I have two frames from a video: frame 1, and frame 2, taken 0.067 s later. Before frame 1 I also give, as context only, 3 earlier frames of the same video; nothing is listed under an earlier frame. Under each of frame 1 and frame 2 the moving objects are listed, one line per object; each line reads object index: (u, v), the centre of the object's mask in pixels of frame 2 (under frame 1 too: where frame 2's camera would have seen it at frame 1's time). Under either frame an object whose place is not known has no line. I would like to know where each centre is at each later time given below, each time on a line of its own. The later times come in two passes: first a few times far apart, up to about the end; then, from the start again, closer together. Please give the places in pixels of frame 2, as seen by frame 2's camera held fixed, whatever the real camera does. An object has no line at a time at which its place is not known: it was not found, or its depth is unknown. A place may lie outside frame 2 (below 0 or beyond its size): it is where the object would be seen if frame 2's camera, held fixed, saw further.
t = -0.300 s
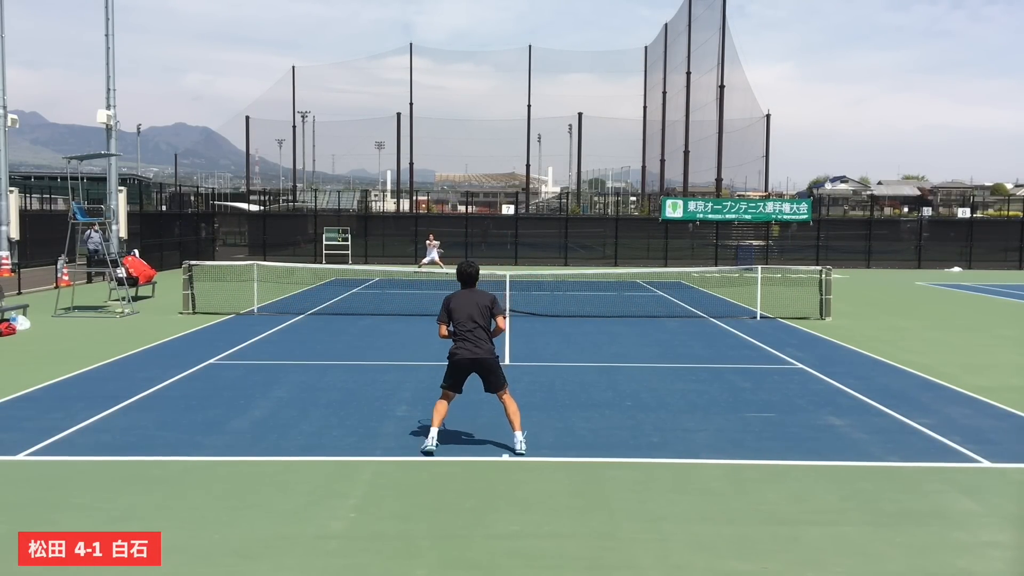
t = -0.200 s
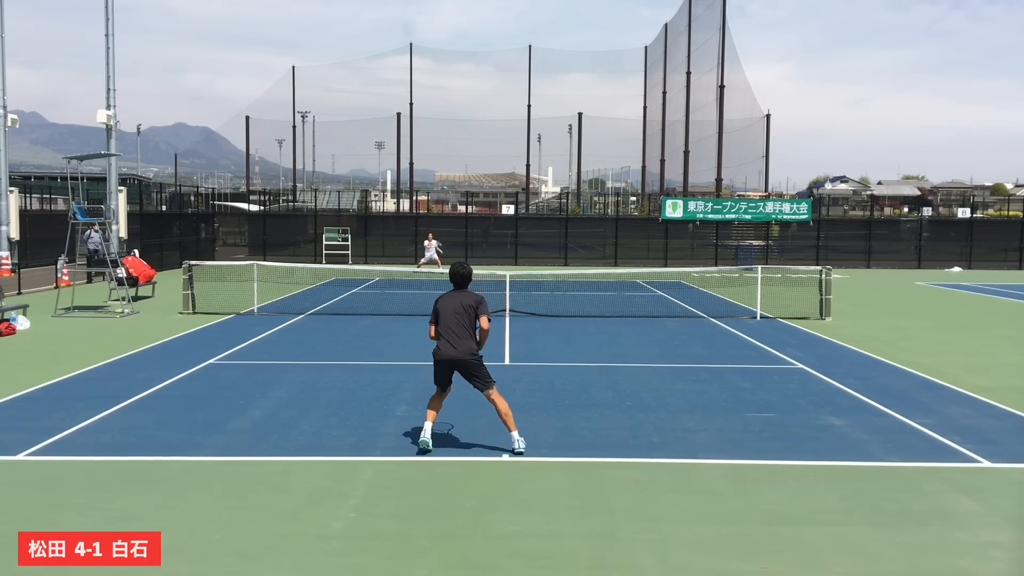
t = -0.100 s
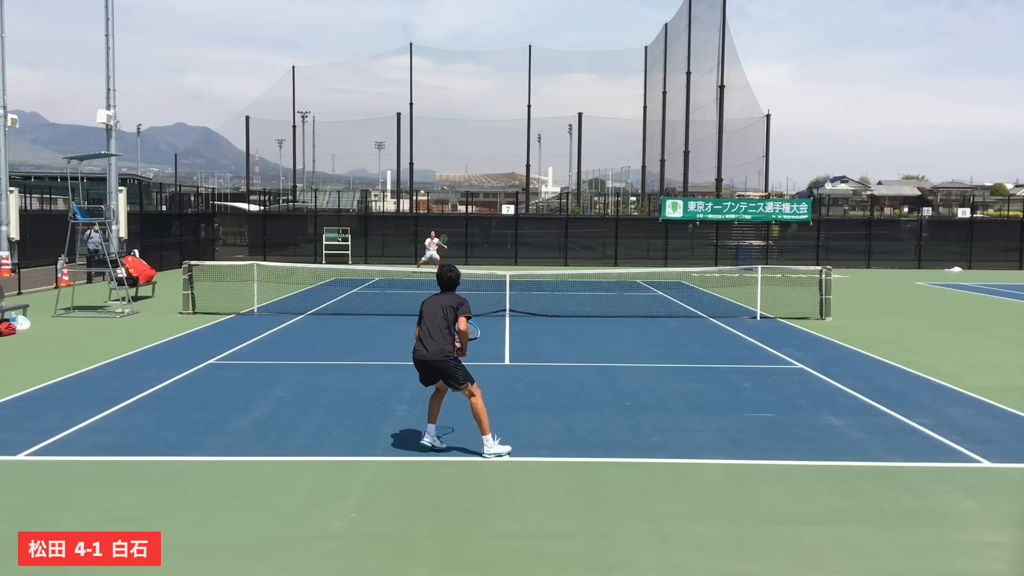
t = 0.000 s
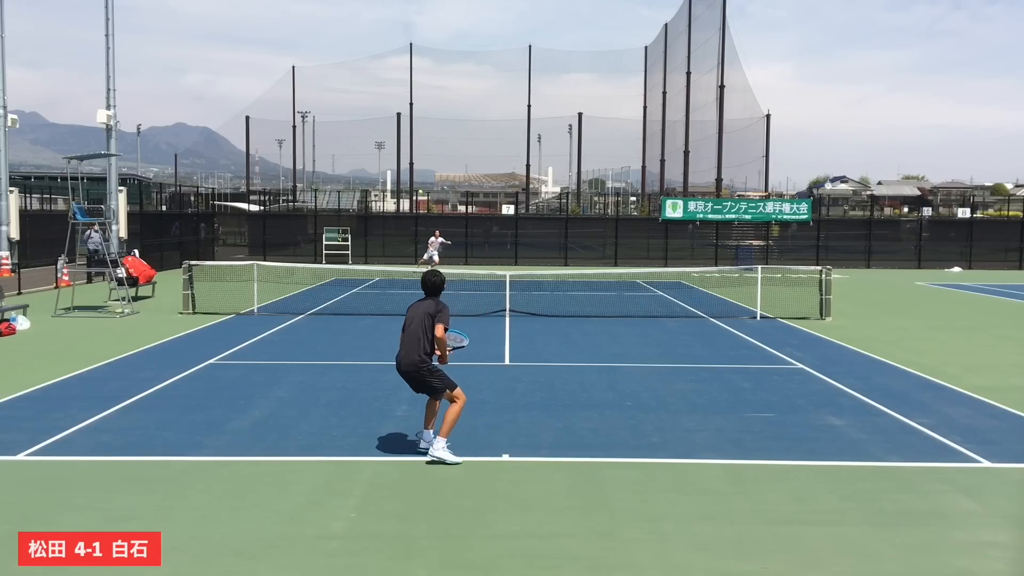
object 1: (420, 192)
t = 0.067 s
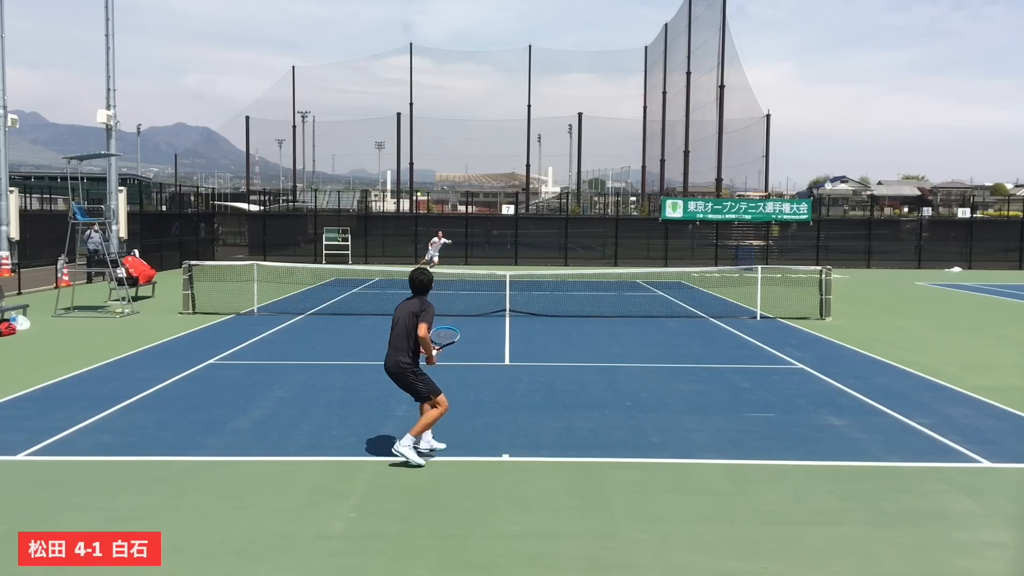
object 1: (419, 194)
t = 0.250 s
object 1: (412, 218)
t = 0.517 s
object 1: (397, 324)
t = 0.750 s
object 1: (379, 390)
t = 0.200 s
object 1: (414, 209)
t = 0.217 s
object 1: (413, 211)
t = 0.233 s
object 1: (413, 215)
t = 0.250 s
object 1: (412, 218)
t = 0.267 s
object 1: (412, 222)
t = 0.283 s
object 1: (411, 226)
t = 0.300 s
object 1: (410, 230)
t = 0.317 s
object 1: (409, 235)
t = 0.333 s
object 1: (408, 240)
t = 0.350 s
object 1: (408, 245)
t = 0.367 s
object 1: (407, 251)
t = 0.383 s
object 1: (406, 257)
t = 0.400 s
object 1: (405, 263)
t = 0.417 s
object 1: (404, 271)
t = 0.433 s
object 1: (403, 278)
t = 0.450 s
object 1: (402, 286)
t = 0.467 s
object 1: (401, 295)
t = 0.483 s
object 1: (400, 304)
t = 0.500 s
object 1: (398, 313)
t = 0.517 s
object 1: (397, 324)
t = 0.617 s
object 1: (387, 399)
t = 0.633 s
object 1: (385, 414)
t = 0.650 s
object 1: (383, 430)
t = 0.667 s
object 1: (382, 423)
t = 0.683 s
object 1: (382, 416)
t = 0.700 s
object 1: (381, 409)
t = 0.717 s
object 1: (381, 403)
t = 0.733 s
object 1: (380, 397)
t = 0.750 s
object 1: (379, 390)
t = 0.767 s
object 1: (378, 384)
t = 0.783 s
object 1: (377, 378)
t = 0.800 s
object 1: (377, 373)
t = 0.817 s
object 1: (376, 367)
